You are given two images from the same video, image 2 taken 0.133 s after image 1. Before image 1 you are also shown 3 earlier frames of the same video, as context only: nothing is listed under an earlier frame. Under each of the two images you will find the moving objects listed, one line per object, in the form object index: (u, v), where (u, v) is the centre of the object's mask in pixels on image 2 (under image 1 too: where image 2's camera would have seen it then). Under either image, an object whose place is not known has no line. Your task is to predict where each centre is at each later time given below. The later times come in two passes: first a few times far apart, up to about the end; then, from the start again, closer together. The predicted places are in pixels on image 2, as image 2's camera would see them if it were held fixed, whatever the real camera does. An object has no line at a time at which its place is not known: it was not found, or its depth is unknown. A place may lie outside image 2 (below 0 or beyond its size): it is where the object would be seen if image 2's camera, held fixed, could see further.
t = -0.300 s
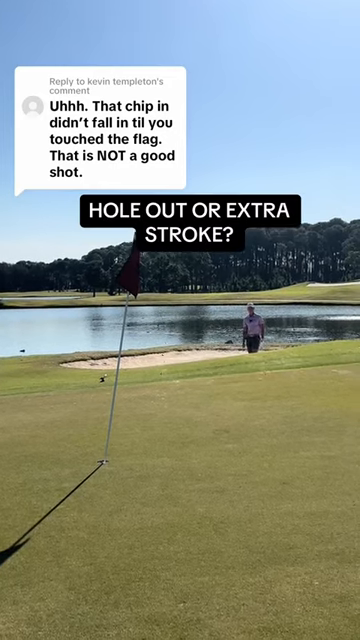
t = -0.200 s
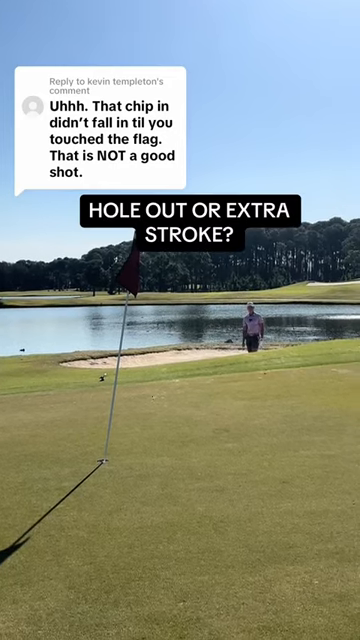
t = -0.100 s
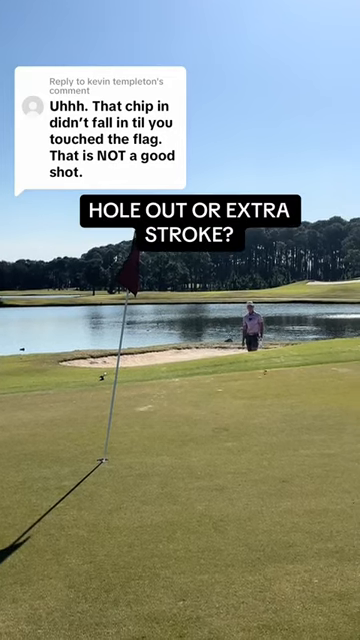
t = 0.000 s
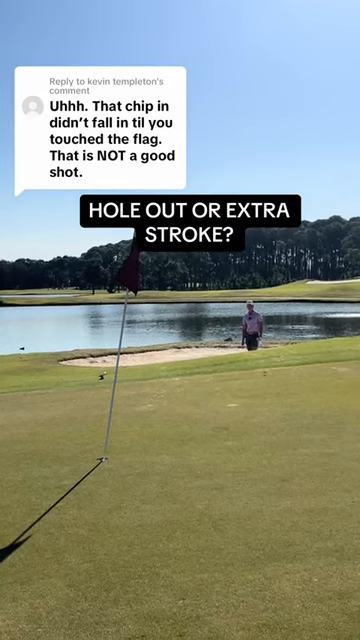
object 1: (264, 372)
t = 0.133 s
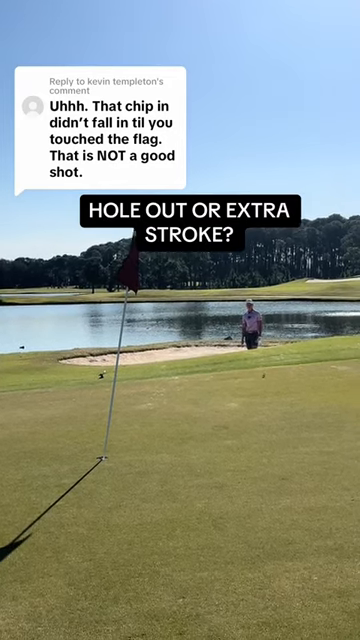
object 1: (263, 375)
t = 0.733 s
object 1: (251, 391)
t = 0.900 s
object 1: (245, 396)
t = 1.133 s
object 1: (237, 401)
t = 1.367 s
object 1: (227, 407)
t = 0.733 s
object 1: (251, 391)
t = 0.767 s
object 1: (250, 392)
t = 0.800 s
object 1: (249, 392)
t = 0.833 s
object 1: (248, 394)
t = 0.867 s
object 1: (247, 395)
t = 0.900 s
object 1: (245, 396)
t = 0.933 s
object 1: (244, 396)
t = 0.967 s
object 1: (243, 397)
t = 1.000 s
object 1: (242, 398)
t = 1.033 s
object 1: (240, 399)
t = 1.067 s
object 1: (239, 399)
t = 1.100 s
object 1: (238, 400)
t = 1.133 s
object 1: (237, 401)
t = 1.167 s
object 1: (236, 402)
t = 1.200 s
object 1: (234, 403)
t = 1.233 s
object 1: (233, 404)
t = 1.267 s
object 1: (231, 405)
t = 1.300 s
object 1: (230, 406)
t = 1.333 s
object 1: (229, 406)
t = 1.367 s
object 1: (227, 407)
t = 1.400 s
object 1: (225, 408)
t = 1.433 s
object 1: (224, 409)
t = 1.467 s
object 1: (222, 410)
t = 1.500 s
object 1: (220, 411)
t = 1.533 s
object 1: (219, 411)
